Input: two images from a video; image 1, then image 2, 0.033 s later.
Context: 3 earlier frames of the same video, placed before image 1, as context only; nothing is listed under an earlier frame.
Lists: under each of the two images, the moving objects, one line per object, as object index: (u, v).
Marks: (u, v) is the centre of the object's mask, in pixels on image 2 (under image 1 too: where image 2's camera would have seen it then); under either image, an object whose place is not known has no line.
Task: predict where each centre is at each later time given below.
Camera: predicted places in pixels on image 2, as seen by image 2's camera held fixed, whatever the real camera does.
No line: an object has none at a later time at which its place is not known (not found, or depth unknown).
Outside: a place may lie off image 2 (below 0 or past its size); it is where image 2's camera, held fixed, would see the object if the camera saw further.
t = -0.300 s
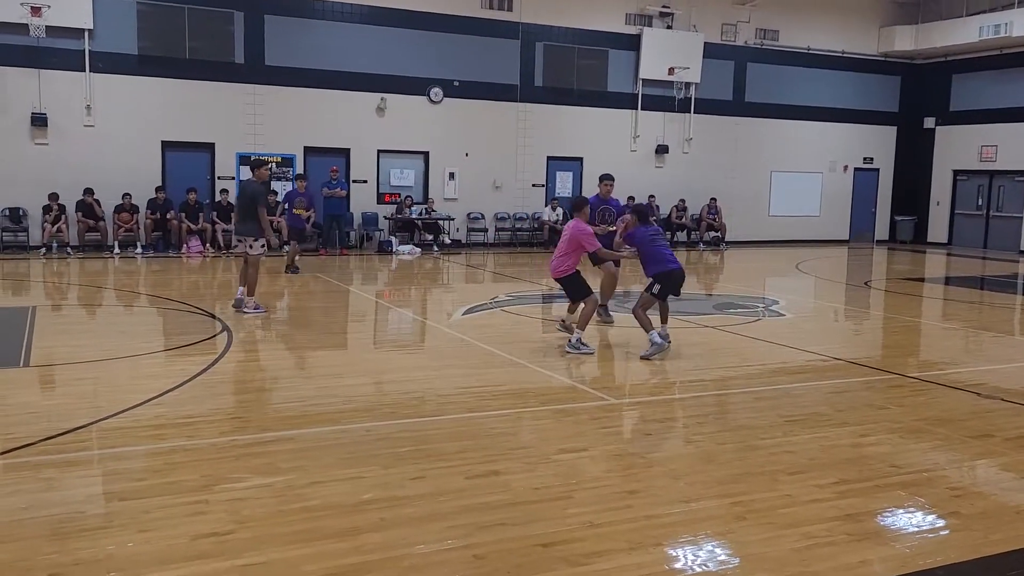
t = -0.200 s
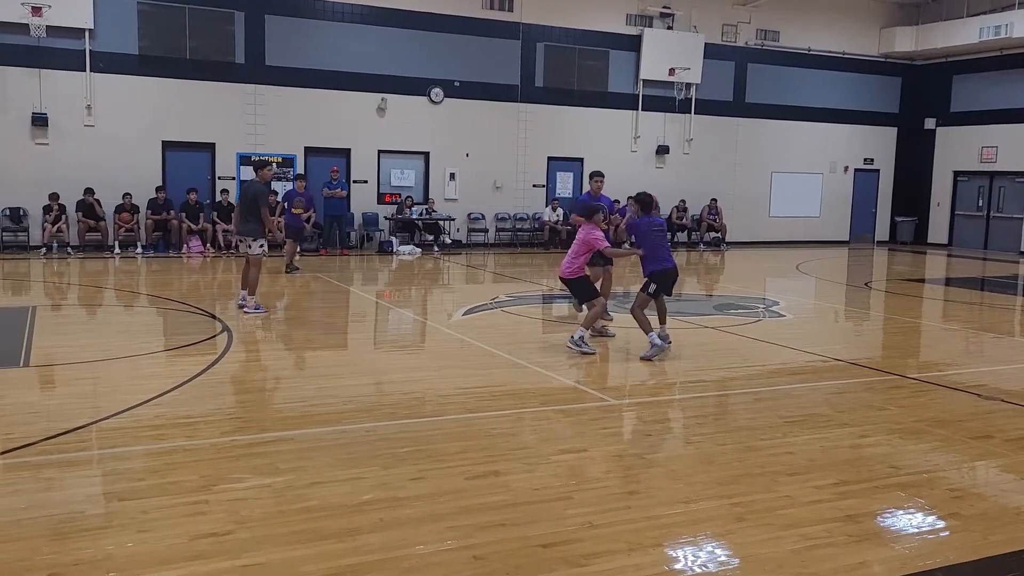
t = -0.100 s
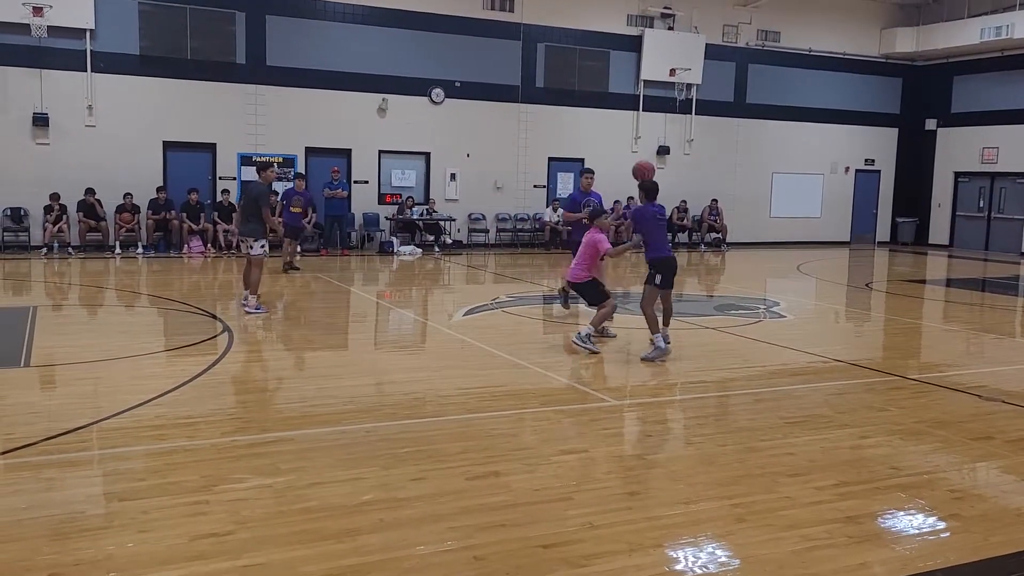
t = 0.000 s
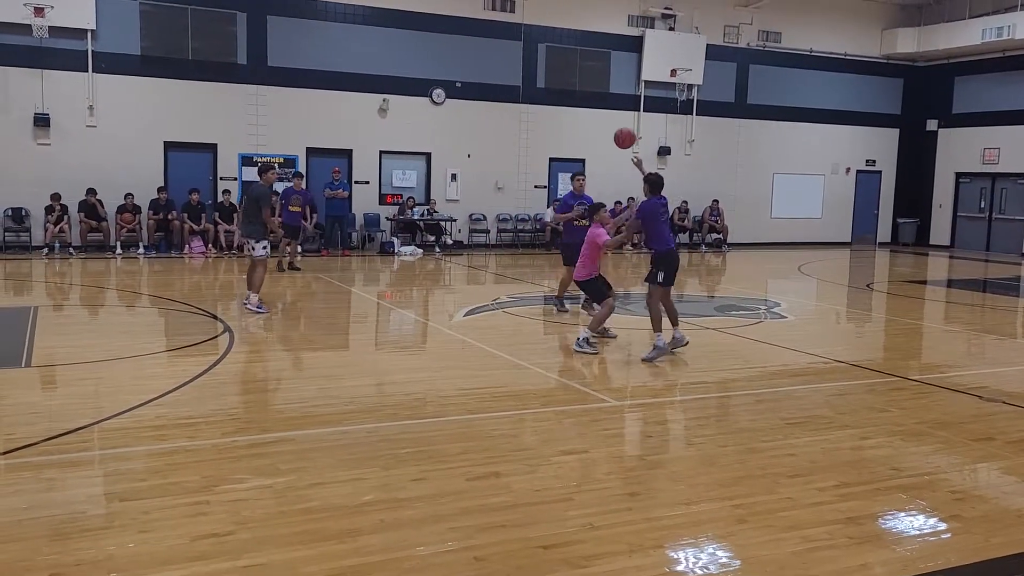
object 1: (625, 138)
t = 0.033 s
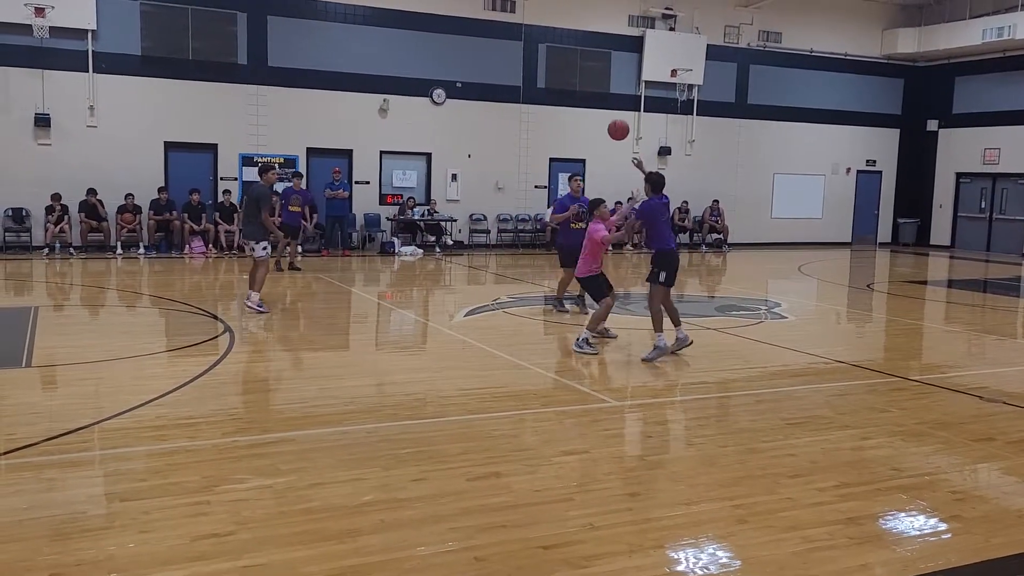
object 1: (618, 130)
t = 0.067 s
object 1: (612, 122)
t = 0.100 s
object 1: (606, 116)
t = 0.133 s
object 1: (600, 111)
